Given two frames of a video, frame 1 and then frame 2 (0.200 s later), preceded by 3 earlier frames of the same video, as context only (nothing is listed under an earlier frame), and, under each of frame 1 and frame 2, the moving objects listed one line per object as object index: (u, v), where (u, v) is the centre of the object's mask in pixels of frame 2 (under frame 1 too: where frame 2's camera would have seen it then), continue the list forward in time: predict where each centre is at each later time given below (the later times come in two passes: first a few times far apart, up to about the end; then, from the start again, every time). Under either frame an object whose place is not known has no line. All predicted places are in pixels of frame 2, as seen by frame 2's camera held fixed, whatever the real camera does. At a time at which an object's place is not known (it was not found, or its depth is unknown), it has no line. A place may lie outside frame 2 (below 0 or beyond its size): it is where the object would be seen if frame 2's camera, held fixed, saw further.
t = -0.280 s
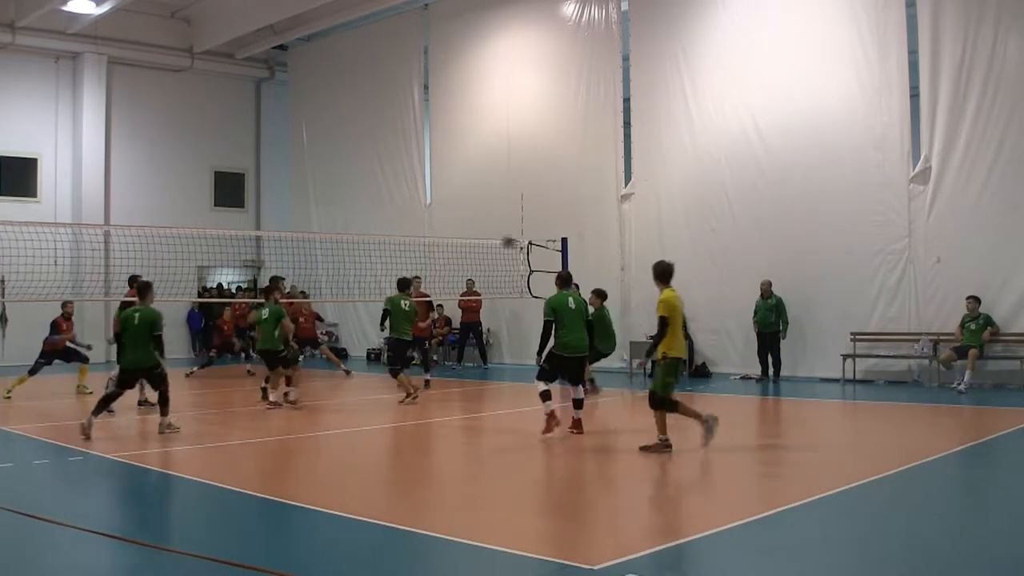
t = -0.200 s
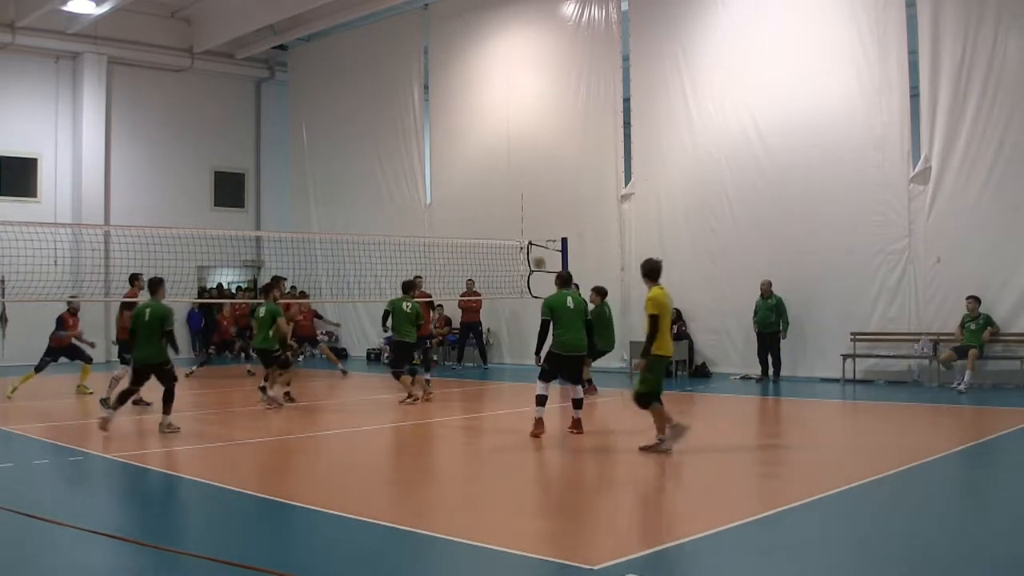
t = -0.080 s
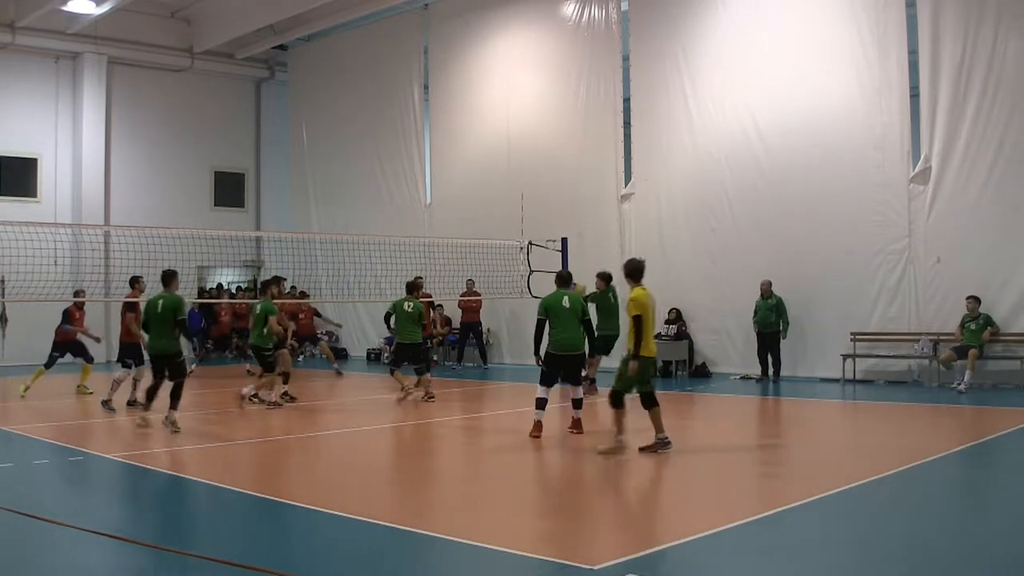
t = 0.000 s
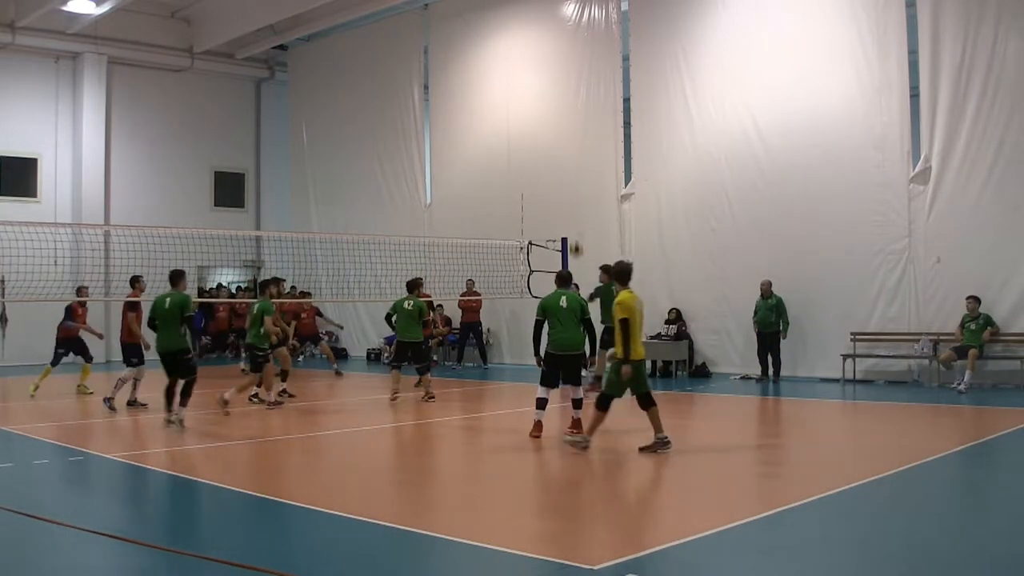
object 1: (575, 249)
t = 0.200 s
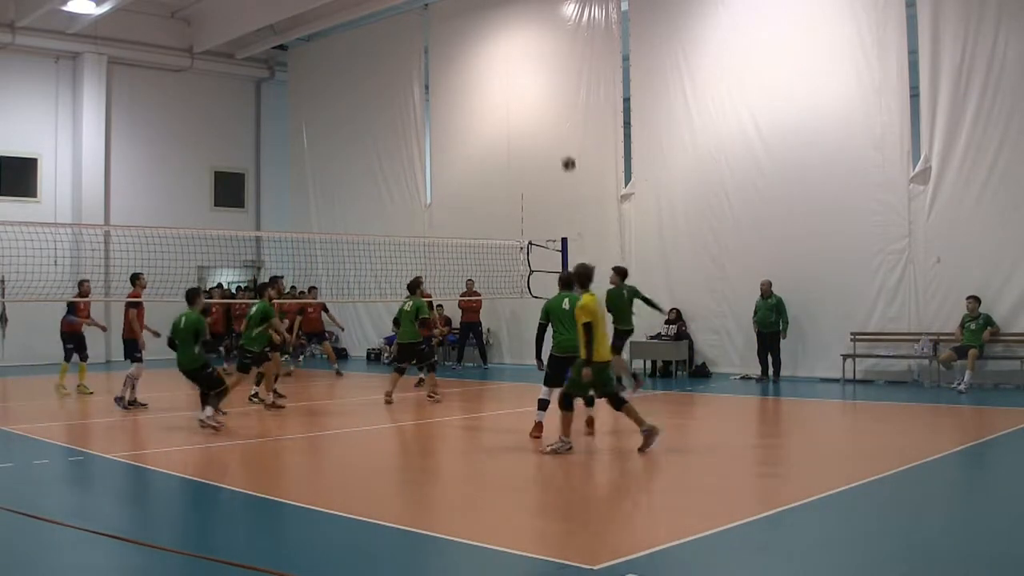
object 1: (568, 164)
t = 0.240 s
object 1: (567, 150)
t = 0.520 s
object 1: (560, 82)
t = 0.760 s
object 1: (555, 65)
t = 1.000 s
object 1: (551, 86)
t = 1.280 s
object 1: (547, 163)
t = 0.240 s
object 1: (567, 150)
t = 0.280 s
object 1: (566, 137)
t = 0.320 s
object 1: (564, 126)
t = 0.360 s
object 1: (563, 115)
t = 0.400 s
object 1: (562, 105)
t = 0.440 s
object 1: (561, 96)
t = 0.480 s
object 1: (560, 88)
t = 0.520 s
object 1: (560, 82)
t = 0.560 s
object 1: (559, 76)
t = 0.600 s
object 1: (558, 72)
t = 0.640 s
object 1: (557, 69)
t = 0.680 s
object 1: (556, 66)
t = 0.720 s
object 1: (556, 65)
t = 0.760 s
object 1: (555, 65)
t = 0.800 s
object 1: (555, 66)
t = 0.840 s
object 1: (554, 68)
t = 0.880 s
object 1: (553, 71)
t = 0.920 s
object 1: (553, 75)
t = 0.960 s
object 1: (552, 80)
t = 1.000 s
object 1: (551, 86)
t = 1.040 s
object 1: (551, 94)
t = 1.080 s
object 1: (550, 102)
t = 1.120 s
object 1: (550, 112)
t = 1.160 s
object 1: (549, 123)
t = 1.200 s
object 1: (548, 136)
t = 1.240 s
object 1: (548, 149)
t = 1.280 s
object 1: (547, 163)
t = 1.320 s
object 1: (546, 179)
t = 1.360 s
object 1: (546, 196)
